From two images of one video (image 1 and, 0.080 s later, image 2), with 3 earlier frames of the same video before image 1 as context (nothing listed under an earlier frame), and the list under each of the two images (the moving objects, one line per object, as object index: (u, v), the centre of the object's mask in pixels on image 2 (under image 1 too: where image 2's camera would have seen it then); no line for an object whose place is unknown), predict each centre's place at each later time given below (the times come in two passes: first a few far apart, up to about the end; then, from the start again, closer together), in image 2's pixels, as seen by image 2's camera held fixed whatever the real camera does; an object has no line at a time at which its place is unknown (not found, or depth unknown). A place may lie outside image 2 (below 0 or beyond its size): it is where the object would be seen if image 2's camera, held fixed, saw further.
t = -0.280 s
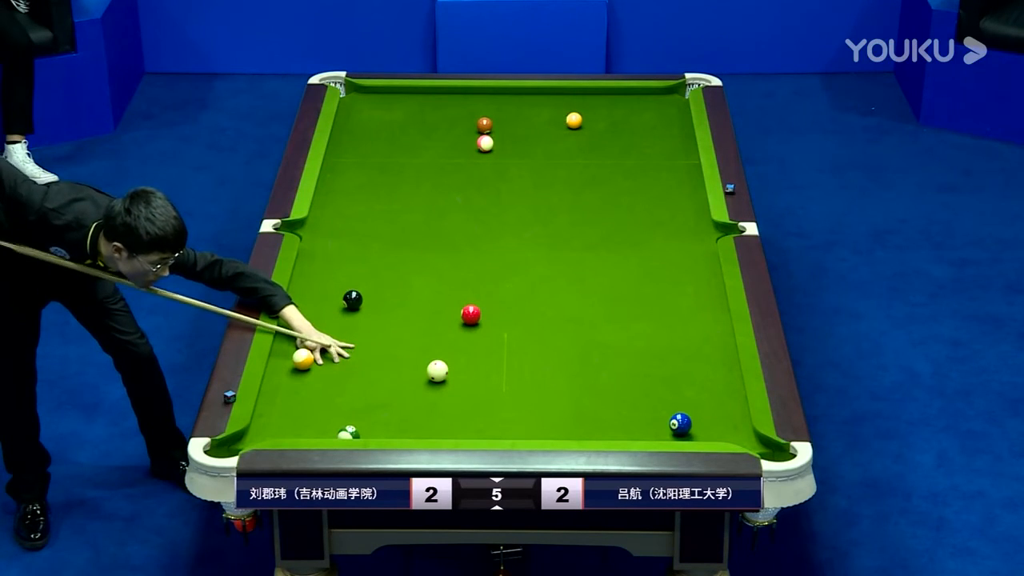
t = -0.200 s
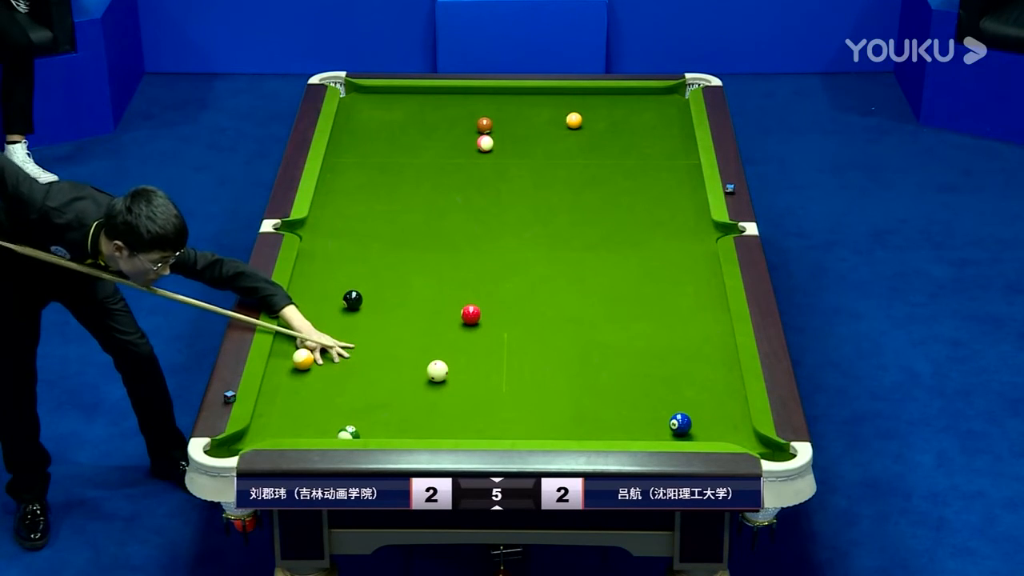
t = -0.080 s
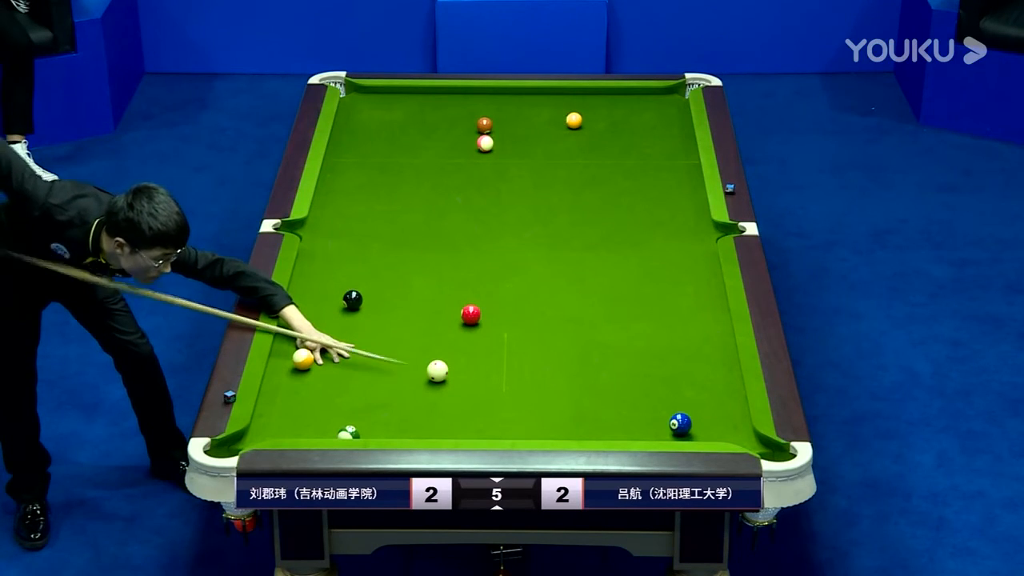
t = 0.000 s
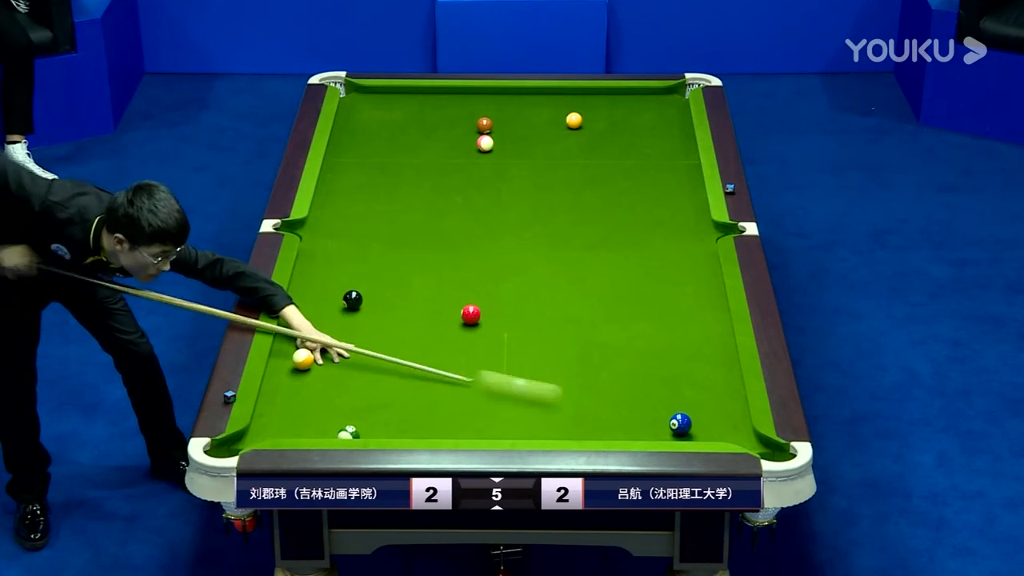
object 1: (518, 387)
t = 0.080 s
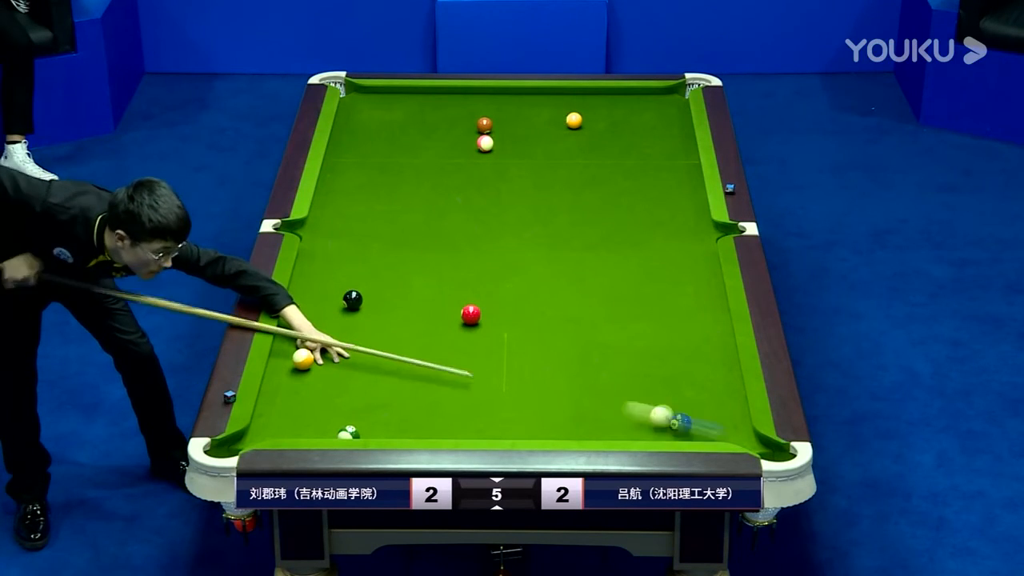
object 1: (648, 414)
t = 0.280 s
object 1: (679, 400)
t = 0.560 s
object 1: (690, 379)
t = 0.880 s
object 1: (701, 356)
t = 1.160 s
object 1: (709, 339)
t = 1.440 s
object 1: (717, 323)
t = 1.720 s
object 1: (714, 308)
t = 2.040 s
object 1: (704, 293)
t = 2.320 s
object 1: (697, 281)
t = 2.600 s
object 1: (690, 270)
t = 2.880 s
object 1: (684, 261)
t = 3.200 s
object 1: (679, 251)
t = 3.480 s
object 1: (675, 244)
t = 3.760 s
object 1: (672, 238)
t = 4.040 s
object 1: (669, 233)
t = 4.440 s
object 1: (664, 227)
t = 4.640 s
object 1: (664, 225)
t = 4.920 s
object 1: (663, 223)
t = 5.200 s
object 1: (662, 222)
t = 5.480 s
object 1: (661, 221)
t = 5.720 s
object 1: (661, 221)
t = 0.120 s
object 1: (666, 414)
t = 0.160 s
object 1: (671, 410)
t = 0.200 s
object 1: (675, 407)
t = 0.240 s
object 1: (677, 404)
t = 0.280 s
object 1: (679, 400)
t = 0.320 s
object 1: (681, 397)
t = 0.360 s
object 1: (682, 394)
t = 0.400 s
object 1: (684, 391)
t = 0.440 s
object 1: (685, 388)
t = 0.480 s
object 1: (686, 385)
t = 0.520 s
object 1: (688, 382)
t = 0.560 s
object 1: (690, 379)
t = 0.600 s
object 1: (691, 376)
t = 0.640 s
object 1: (692, 373)
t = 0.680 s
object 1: (694, 370)
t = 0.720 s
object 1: (695, 367)
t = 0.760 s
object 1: (697, 364)
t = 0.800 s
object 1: (698, 362)
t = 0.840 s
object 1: (699, 359)
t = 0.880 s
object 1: (701, 356)
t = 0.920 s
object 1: (702, 354)
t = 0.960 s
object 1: (703, 351)
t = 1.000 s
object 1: (705, 349)
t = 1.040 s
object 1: (706, 346)
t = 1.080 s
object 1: (707, 343)
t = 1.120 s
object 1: (708, 341)
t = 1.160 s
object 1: (709, 339)
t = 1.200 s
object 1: (711, 336)
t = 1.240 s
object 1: (712, 334)
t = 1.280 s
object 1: (713, 332)
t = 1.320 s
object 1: (714, 330)
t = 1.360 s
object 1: (715, 327)
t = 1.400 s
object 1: (716, 325)
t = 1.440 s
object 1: (717, 323)
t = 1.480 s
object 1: (719, 321)
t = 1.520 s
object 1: (720, 319)
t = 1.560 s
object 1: (720, 317)
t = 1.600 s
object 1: (718, 314)
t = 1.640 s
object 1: (717, 312)
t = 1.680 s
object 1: (715, 310)
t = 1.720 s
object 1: (714, 308)
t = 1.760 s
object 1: (713, 306)
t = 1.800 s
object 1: (712, 304)
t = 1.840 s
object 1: (710, 302)
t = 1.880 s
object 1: (709, 300)
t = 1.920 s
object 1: (708, 299)
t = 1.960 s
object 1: (707, 297)
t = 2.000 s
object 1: (705, 295)
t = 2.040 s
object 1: (704, 293)
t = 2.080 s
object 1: (704, 291)
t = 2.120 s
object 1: (702, 290)
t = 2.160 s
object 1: (701, 288)
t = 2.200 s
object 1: (700, 286)
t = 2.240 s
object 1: (699, 284)
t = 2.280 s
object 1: (698, 283)
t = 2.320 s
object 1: (697, 281)
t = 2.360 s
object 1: (696, 279)
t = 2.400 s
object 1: (695, 278)
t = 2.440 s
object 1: (694, 277)
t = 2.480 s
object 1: (693, 275)
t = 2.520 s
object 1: (692, 273)
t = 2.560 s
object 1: (691, 272)
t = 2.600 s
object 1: (690, 270)
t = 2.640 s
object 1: (689, 269)
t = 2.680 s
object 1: (689, 268)
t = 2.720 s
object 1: (688, 266)
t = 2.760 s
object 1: (687, 265)
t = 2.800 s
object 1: (686, 263)
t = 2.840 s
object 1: (685, 262)
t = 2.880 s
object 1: (684, 261)
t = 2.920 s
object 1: (684, 260)
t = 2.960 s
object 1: (683, 258)
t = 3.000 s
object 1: (682, 257)
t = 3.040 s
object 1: (682, 256)
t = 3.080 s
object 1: (681, 255)
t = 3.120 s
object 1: (681, 254)
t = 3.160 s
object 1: (680, 253)
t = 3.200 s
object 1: (679, 251)
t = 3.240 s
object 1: (679, 250)
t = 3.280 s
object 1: (678, 249)
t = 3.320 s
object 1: (678, 248)
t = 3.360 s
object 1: (677, 247)
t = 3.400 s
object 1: (677, 246)
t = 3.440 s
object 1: (676, 245)
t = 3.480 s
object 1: (675, 244)
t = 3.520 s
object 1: (675, 243)
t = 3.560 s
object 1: (674, 242)
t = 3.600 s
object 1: (674, 242)
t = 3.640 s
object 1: (673, 241)
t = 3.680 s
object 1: (673, 240)
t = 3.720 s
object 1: (672, 239)
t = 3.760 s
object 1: (672, 238)
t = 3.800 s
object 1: (671, 237)
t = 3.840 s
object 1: (671, 237)
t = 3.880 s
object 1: (671, 236)
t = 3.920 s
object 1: (670, 235)
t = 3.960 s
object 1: (670, 235)
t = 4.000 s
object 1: (669, 234)
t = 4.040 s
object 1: (669, 233)
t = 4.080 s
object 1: (669, 232)
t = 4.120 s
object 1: (668, 232)
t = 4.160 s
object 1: (668, 231)
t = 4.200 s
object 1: (669, 231)
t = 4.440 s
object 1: (664, 227)
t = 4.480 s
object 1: (666, 227)
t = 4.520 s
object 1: (665, 227)
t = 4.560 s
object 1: (665, 226)
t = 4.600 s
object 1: (665, 226)
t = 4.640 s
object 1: (664, 225)
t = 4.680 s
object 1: (664, 225)
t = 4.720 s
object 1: (664, 224)
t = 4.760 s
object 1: (664, 224)
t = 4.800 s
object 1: (664, 224)
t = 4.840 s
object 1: (664, 224)
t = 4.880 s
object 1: (663, 223)
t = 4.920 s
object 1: (663, 223)
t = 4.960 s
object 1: (663, 223)
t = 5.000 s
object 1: (663, 223)
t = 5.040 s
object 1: (663, 222)
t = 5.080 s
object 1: (663, 222)
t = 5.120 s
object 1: (662, 222)
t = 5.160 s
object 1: (662, 222)
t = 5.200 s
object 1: (662, 222)
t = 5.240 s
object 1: (662, 221)
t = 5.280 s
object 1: (662, 221)
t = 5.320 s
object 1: (662, 221)
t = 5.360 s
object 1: (662, 221)
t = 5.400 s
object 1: (661, 221)
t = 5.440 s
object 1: (661, 221)
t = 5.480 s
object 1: (661, 221)
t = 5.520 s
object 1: (661, 221)
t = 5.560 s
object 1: (661, 221)
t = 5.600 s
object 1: (661, 221)
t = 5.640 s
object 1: (661, 221)
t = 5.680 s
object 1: (661, 221)
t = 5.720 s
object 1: (661, 221)
